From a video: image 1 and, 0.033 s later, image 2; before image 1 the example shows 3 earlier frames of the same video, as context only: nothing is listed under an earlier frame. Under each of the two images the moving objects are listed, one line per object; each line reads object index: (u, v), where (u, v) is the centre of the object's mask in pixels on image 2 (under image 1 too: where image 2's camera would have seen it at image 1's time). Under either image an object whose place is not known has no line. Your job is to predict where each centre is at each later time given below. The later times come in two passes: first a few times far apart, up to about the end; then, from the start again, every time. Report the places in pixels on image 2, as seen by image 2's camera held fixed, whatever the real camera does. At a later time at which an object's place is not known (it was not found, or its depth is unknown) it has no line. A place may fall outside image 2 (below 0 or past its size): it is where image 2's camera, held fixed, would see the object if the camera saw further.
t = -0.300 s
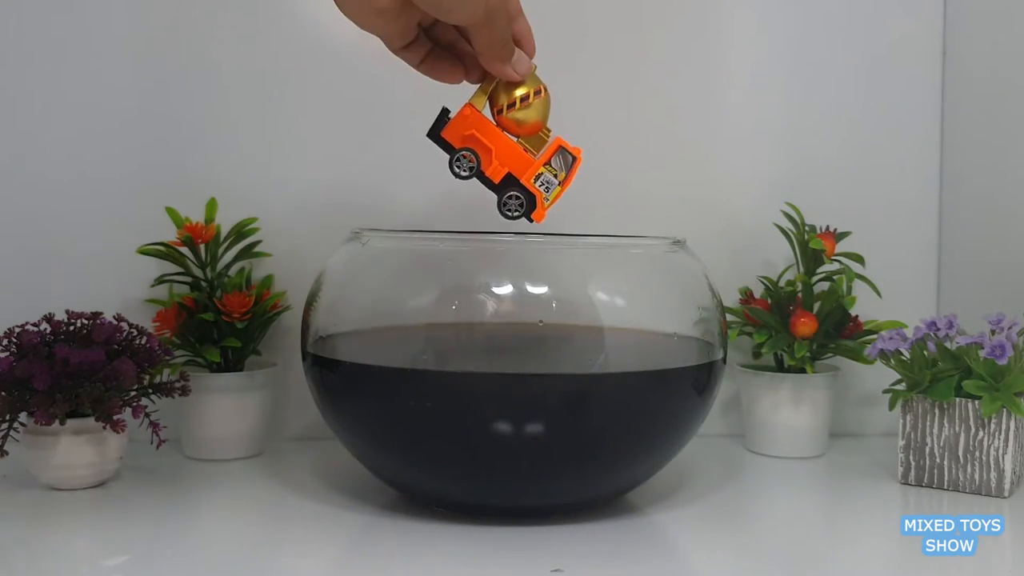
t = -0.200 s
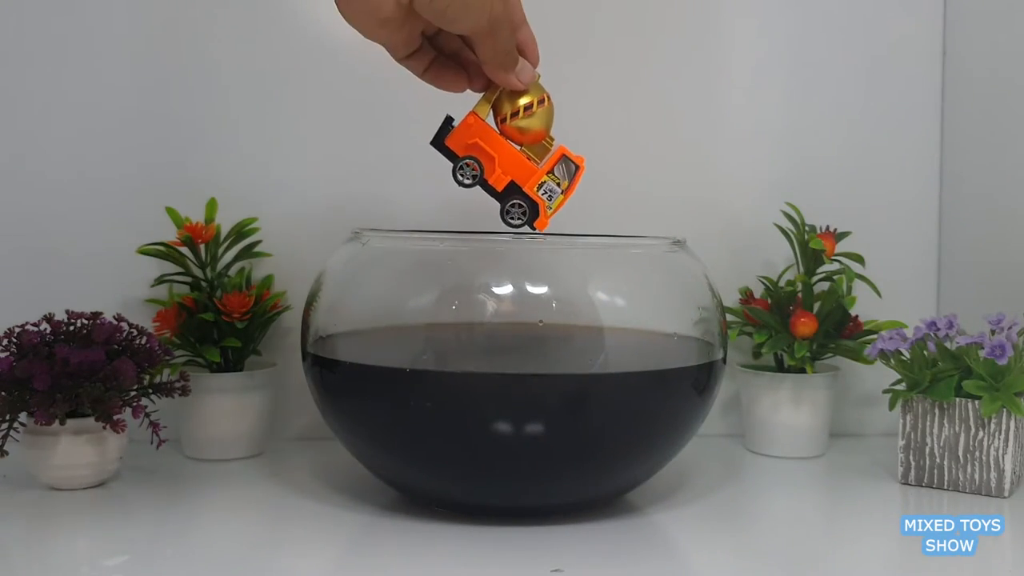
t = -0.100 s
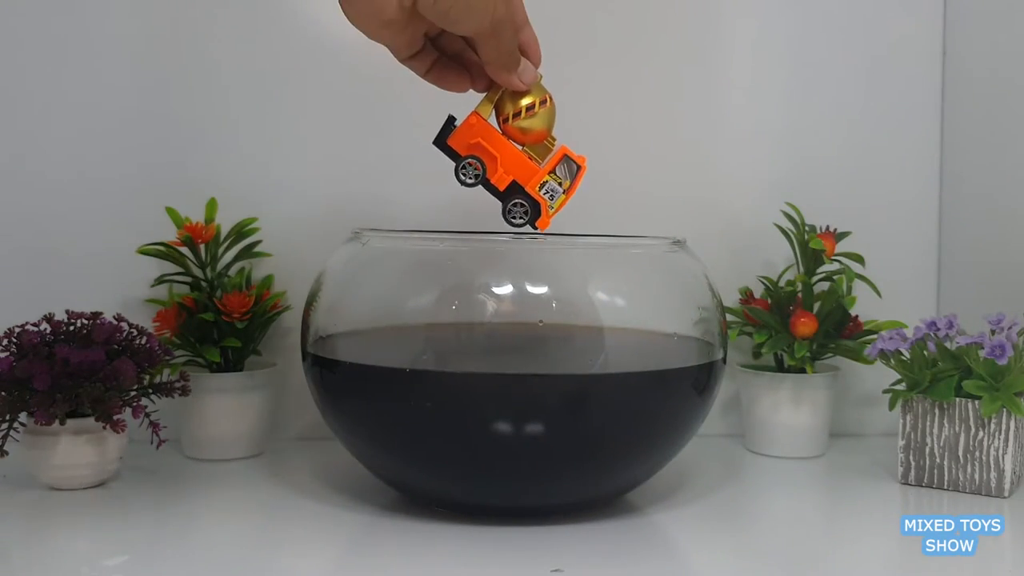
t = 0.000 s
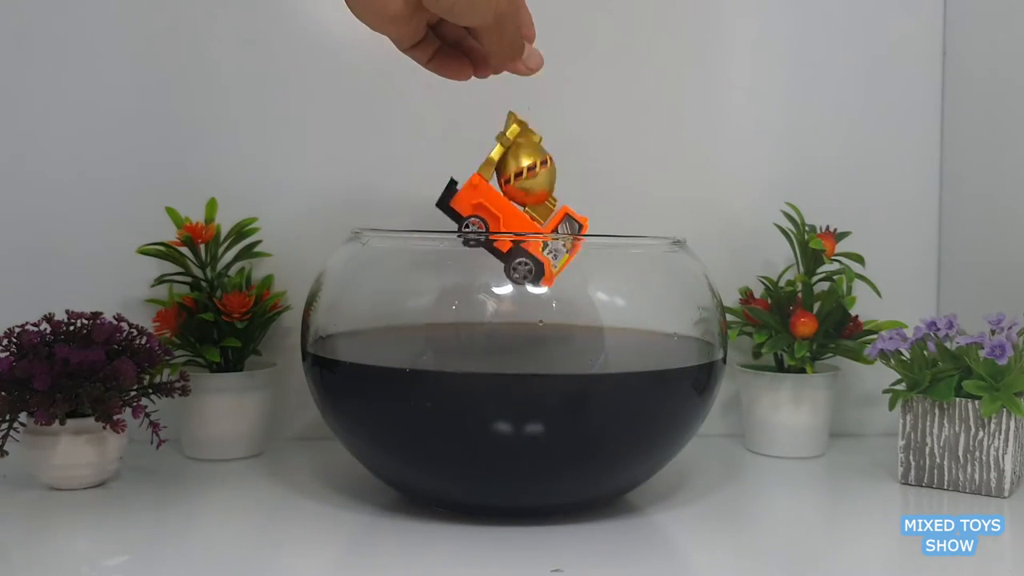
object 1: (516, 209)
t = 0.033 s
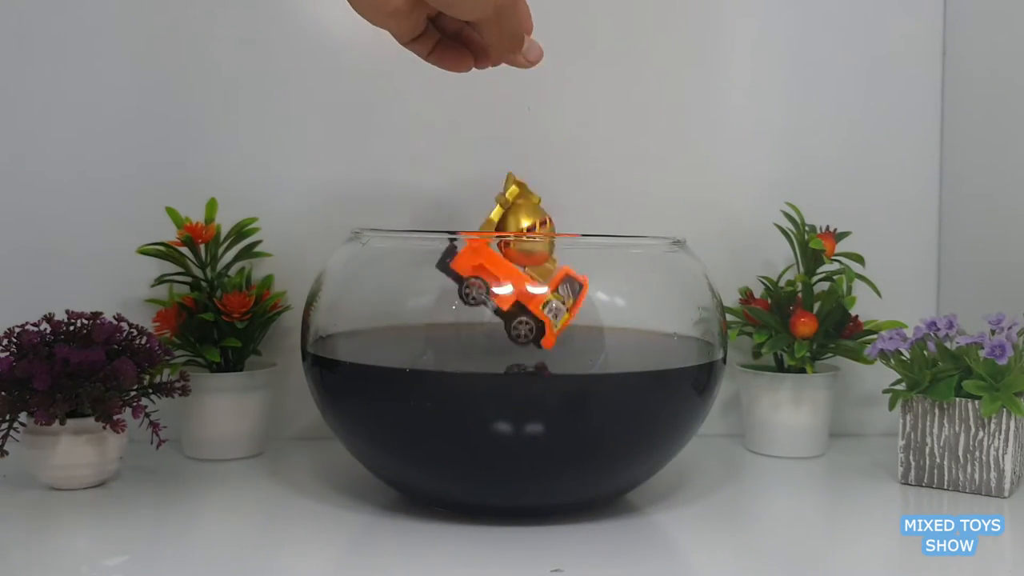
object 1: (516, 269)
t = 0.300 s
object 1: (513, 324)
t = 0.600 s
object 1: (521, 339)
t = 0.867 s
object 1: (522, 343)
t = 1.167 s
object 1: (513, 335)
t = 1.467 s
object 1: (515, 337)
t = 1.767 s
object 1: (514, 340)
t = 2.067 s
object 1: (513, 342)
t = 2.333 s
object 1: (508, 339)
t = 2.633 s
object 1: (505, 336)
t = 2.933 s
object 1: (505, 337)
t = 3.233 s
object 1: (502, 341)
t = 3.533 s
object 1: (503, 340)
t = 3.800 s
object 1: (500, 339)
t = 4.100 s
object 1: (500, 339)
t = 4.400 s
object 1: (500, 340)
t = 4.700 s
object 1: (502, 340)
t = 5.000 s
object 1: (501, 341)
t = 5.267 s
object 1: (501, 340)
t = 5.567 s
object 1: (502, 339)
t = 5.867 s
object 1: (504, 341)
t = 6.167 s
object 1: (505, 340)
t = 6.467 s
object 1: (507, 340)
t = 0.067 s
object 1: (511, 314)
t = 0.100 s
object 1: (511, 324)
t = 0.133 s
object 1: (506, 333)
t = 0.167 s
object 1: (507, 336)
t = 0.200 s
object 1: (507, 334)
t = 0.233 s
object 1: (508, 335)
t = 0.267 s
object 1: (511, 326)
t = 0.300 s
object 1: (513, 324)
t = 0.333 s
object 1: (514, 327)
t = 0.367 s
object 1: (514, 328)
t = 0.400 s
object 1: (514, 328)
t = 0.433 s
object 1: (519, 336)
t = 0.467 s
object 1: (517, 342)
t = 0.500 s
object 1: (518, 341)
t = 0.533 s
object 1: (524, 341)
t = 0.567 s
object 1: (523, 340)
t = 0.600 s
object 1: (521, 339)
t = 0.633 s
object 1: (510, 342)
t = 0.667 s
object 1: (515, 340)
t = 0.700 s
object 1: (519, 338)
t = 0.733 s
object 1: (522, 338)
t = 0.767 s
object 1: (519, 336)
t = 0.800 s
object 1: (522, 338)
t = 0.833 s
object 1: (523, 340)
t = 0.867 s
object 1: (522, 343)
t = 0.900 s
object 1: (516, 342)
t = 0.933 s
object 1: (516, 340)
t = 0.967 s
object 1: (516, 340)
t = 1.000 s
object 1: (514, 339)
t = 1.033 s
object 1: (513, 337)
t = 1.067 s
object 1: (514, 334)
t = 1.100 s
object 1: (514, 335)
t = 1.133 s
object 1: (514, 332)
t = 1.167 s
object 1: (513, 335)
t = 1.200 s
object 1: (514, 335)
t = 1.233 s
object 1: (514, 335)
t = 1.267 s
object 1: (512, 337)
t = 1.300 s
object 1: (512, 339)
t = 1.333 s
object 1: (512, 341)
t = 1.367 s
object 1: (513, 341)
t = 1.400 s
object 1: (512, 341)
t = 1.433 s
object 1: (517, 342)
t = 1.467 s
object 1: (515, 337)
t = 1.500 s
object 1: (513, 334)
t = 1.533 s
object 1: (514, 333)
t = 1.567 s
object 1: (516, 331)
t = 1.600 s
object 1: (512, 339)
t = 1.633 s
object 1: (513, 339)
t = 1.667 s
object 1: (511, 341)
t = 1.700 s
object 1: (515, 343)
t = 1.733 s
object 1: (515, 342)
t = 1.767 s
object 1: (514, 340)
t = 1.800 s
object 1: (512, 338)
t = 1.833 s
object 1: (510, 333)
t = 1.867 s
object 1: (510, 331)
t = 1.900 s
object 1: (510, 331)
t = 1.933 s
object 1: (510, 336)
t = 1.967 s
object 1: (513, 342)
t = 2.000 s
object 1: (514, 345)
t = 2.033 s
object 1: (513, 346)
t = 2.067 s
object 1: (513, 342)
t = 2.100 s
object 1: (505, 341)
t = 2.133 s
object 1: (504, 339)
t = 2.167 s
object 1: (504, 336)
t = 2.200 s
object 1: (507, 333)
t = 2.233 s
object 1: (508, 332)
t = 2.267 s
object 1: (512, 340)
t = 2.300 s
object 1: (513, 341)
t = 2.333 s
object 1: (508, 339)
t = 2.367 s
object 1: (508, 341)
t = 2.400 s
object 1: (506, 337)
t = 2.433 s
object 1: (504, 338)
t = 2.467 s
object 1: (504, 338)
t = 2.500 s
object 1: (503, 338)
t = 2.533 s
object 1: (507, 340)
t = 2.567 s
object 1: (507, 339)
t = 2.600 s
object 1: (508, 340)
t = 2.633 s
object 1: (505, 336)
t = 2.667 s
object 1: (504, 336)
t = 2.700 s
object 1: (504, 336)
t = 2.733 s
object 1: (502, 338)
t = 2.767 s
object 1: (501, 339)
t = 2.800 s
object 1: (503, 339)
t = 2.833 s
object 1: (503, 340)
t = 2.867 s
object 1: (508, 343)
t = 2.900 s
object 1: (505, 340)
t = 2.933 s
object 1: (505, 337)
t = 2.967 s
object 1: (503, 336)
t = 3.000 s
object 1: (501, 335)
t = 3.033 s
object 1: (500, 334)
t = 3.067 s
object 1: (499, 336)
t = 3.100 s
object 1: (504, 340)
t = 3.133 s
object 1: (503, 340)
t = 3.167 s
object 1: (503, 341)
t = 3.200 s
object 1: (502, 341)
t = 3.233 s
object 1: (502, 341)
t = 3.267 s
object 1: (501, 340)
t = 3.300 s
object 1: (500, 339)
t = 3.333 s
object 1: (501, 339)
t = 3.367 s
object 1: (500, 337)
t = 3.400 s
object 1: (501, 338)
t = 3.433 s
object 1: (502, 338)
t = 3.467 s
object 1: (503, 339)
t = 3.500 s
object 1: (503, 339)
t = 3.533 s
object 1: (503, 340)
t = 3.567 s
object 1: (502, 340)
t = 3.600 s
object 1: (501, 340)
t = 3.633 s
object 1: (499, 339)
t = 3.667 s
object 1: (499, 338)
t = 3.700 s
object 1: (499, 338)
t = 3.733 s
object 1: (499, 338)
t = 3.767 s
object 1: (500, 338)
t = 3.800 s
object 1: (500, 339)
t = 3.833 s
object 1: (501, 339)
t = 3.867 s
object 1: (501, 340)
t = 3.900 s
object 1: (501, 340)
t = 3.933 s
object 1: (501, 341)
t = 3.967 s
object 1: (500, 341)
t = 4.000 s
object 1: (500, 340)
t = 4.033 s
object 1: (500, 340)
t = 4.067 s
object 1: (499, 339)
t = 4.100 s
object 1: (500, 339)
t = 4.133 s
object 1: (500, 339)
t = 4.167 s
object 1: (500, 338)
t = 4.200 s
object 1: (500, 338)
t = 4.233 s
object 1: (500, 338)
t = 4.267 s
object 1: (500, 339)
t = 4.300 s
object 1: (501, 340)
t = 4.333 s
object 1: (500, 340)
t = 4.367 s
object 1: (500, 340)
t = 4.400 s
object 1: (500, 340)
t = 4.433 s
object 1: (500, 339)
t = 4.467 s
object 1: (500, 340)
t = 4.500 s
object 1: (500, 340)
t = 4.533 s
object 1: (499, 339)
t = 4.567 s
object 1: (499, 340)
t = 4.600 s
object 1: (499, 340)
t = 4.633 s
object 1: (500, 340)
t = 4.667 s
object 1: (501, 340)
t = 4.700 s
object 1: (502, 340)
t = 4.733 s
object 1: (503, 340)
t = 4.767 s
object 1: (502, 339)
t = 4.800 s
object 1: (501, 338)
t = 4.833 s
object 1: (500, 338)
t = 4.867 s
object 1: (499, 338)
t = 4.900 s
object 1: (499, 338)
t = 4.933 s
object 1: (499, 339)
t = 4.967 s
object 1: (500, 340)
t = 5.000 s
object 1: (501, 341)
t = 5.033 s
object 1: (501, 341)
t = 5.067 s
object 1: (501, 341)
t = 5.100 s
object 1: (500, 341)
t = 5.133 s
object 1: (500, 340)
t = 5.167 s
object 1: (501, 340)
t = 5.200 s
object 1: (501, 339)
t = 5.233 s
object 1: (501, 339)
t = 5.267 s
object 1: (501, 340)
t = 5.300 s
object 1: (502, 340)
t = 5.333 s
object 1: (502, 340)
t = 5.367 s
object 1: (502, 340)
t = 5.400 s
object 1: (502, 340)
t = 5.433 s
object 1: (502, 340)
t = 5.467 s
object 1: (502, 340)
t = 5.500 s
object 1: (502, 339)
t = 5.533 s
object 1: (502, 339)
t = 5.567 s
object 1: (502, 339)
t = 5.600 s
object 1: (502, 339)
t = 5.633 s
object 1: (502, 339)
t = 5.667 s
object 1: (503, 339)
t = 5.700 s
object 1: (503, 339)
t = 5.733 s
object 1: (503, 340)
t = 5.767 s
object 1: (503, 341)
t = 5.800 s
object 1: (503, 341)
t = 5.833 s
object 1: (503, 341)
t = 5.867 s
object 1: (504, 341)
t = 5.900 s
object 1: (504, 340)
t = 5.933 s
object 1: (504, 339)
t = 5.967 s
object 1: (504, 339)
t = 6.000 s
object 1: (504, 339)
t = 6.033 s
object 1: (504, 338)
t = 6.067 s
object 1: (505, 339)
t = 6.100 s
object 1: (505, 339)
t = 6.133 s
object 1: (505, 340)
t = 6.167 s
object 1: (505, 340)
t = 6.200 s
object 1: (505, 340)
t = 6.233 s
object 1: (505, 341)
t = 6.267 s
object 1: (505, 340)
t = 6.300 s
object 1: (505, 341)
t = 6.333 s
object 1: (505, 340)
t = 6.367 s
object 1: (506, 340)
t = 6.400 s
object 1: (506, 340)
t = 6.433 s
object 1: (506, 341)
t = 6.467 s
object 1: (507, 340)
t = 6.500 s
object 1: (508, 340)
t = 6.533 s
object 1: (508, 340)
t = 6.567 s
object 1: (508, 340)
